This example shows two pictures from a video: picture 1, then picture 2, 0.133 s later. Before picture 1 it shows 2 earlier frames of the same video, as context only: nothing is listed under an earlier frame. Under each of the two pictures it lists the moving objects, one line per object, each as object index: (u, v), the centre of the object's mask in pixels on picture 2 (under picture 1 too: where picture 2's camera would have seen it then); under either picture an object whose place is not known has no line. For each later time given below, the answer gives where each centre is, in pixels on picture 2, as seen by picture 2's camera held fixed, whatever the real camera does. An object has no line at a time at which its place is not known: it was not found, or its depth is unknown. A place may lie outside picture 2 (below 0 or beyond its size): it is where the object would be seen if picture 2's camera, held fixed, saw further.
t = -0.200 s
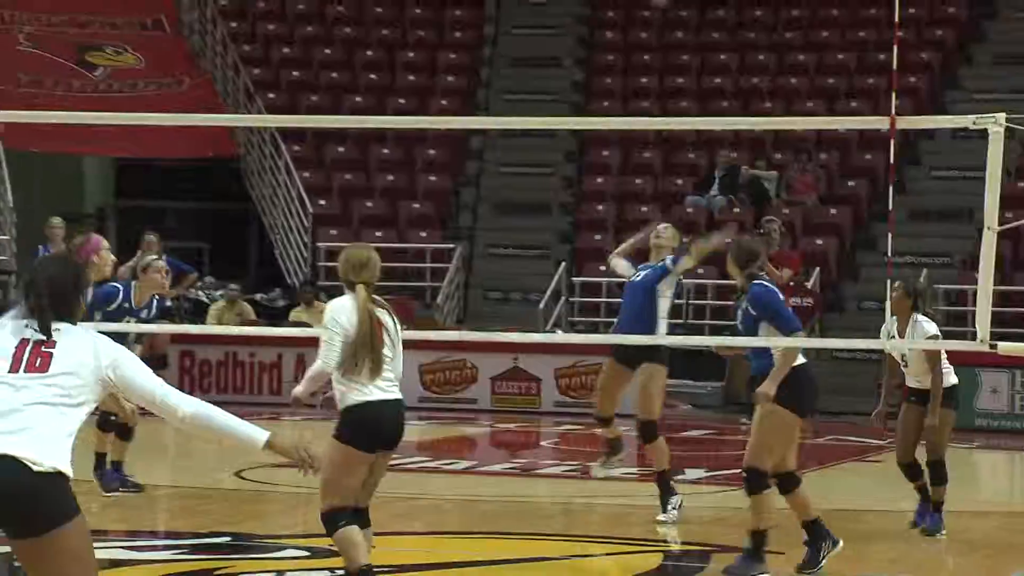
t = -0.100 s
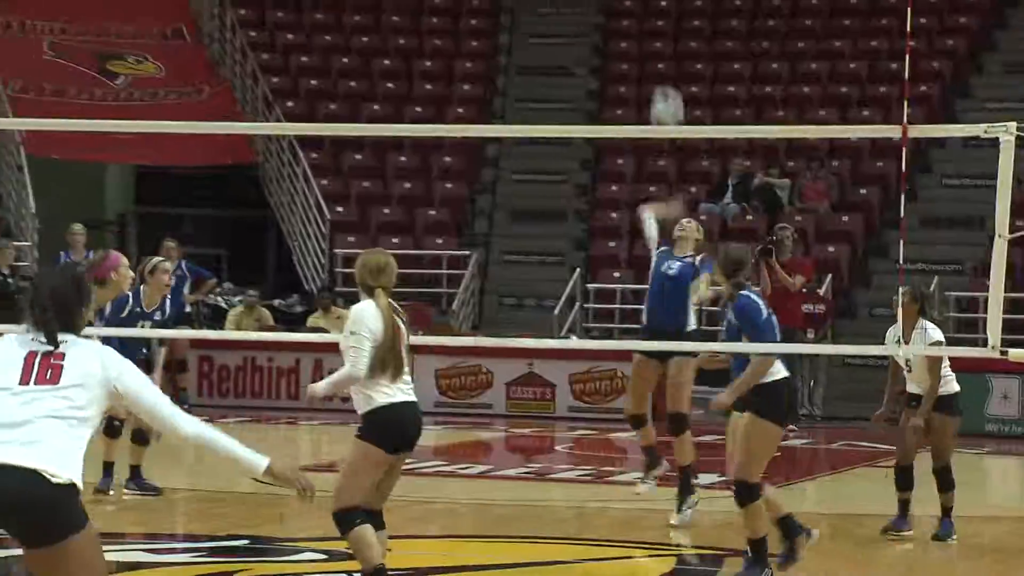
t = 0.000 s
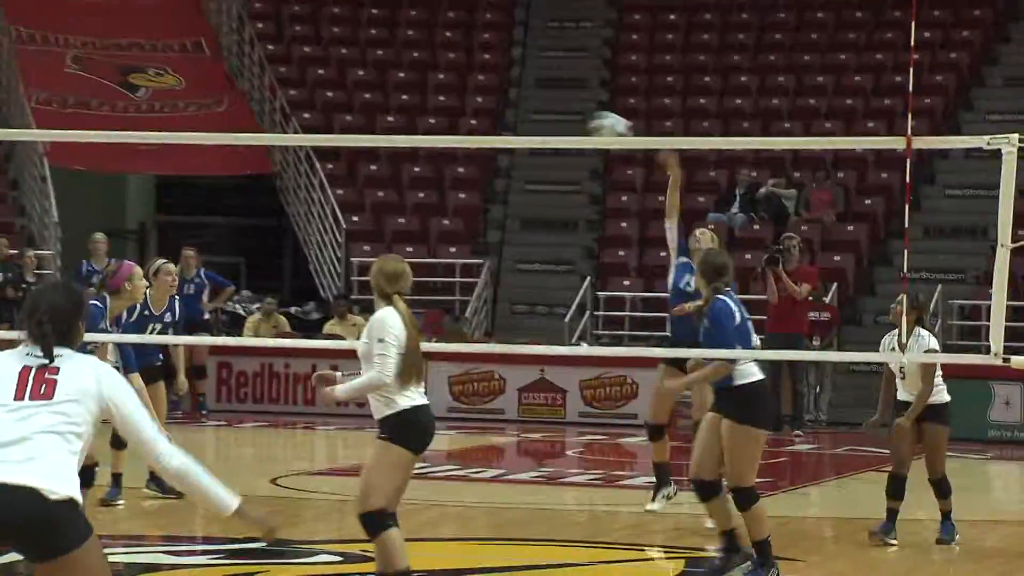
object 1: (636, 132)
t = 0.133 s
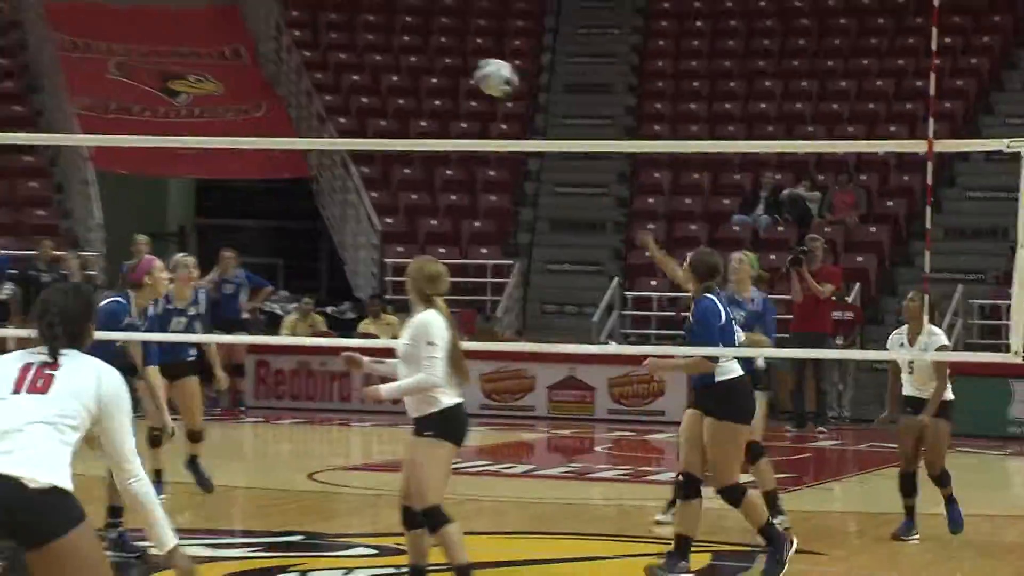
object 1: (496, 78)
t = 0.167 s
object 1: (458, 66)
